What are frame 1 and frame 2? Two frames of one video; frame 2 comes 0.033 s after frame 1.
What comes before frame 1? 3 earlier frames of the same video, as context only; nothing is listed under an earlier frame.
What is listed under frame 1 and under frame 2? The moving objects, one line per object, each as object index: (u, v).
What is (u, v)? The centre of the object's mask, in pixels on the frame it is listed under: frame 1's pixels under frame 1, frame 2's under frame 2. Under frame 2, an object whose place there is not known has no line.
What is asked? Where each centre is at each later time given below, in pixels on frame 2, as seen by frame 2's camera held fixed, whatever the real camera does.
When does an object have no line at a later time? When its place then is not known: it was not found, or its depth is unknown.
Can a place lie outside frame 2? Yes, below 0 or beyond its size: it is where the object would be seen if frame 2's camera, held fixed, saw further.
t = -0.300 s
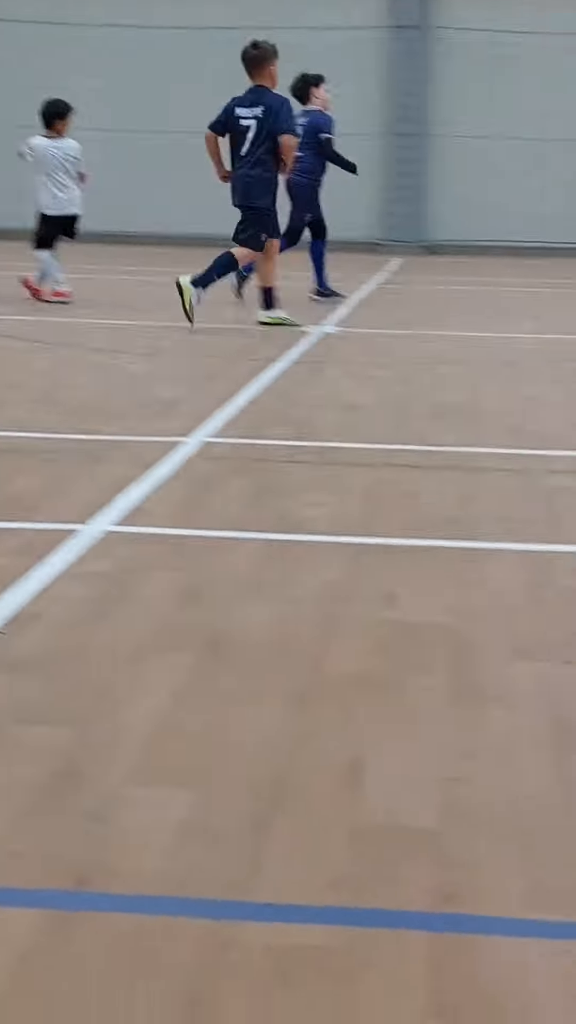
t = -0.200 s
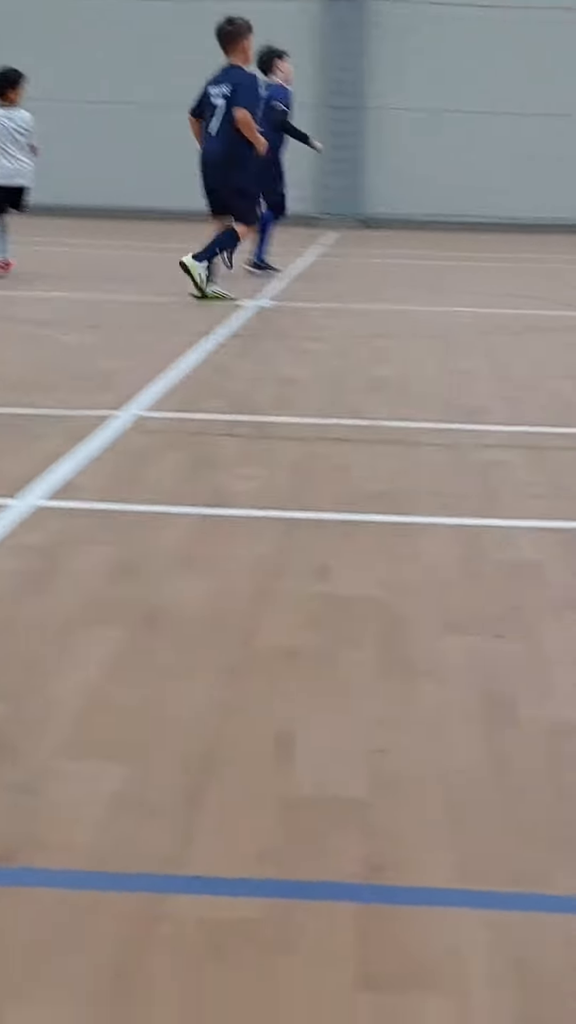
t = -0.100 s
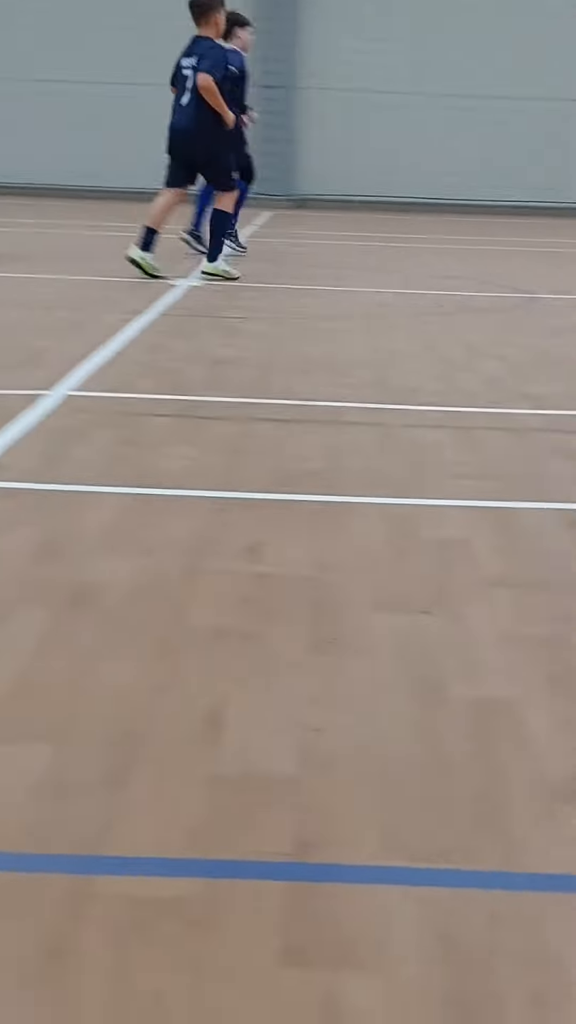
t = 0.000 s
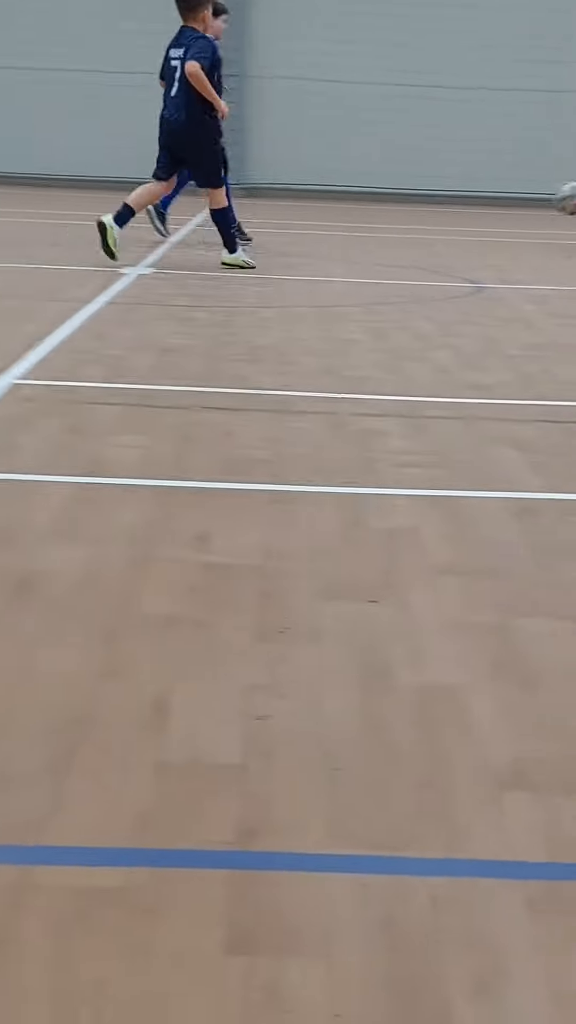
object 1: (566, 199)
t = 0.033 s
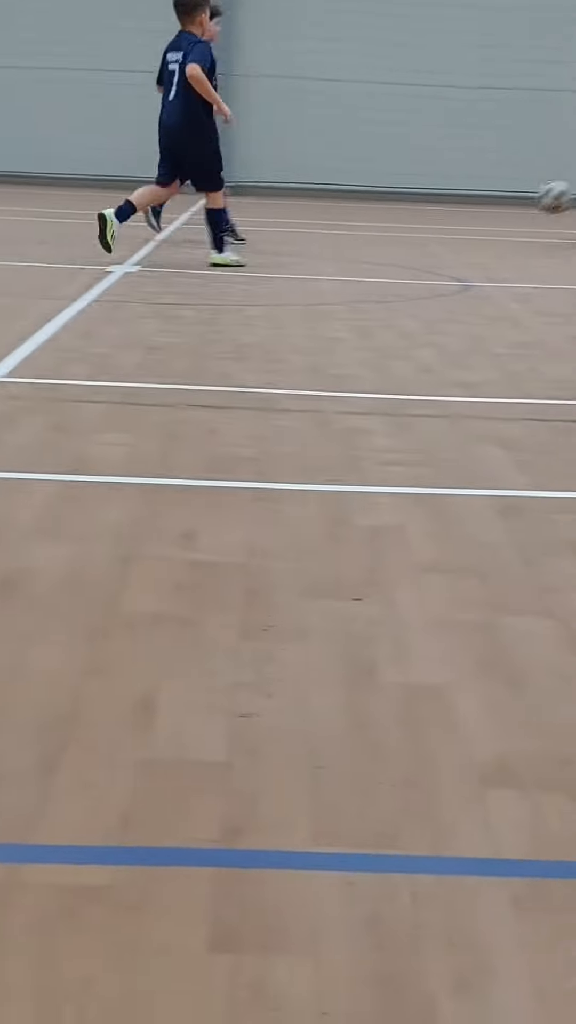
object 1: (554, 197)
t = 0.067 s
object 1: (548, 199)
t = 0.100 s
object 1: (544, 202)
